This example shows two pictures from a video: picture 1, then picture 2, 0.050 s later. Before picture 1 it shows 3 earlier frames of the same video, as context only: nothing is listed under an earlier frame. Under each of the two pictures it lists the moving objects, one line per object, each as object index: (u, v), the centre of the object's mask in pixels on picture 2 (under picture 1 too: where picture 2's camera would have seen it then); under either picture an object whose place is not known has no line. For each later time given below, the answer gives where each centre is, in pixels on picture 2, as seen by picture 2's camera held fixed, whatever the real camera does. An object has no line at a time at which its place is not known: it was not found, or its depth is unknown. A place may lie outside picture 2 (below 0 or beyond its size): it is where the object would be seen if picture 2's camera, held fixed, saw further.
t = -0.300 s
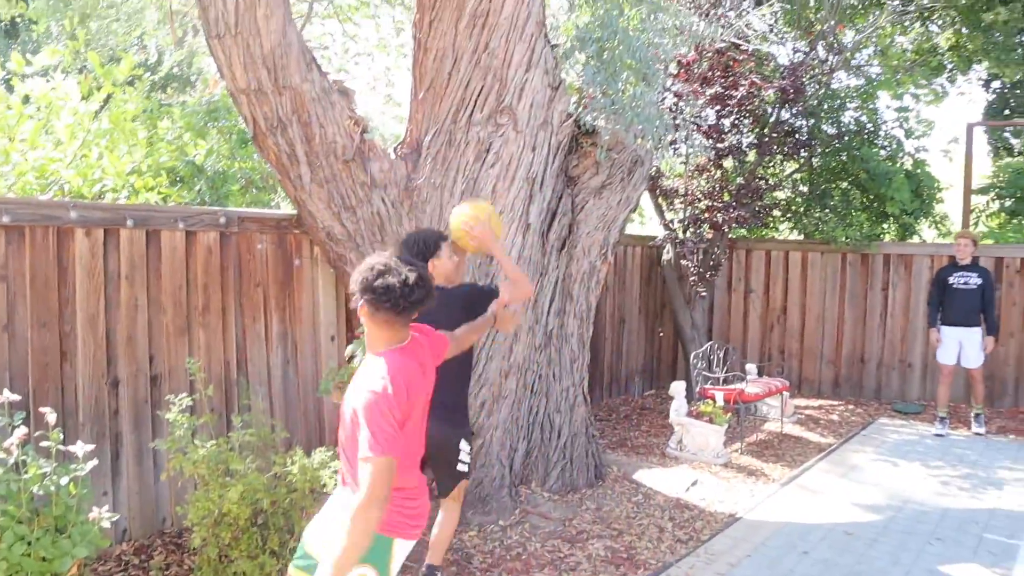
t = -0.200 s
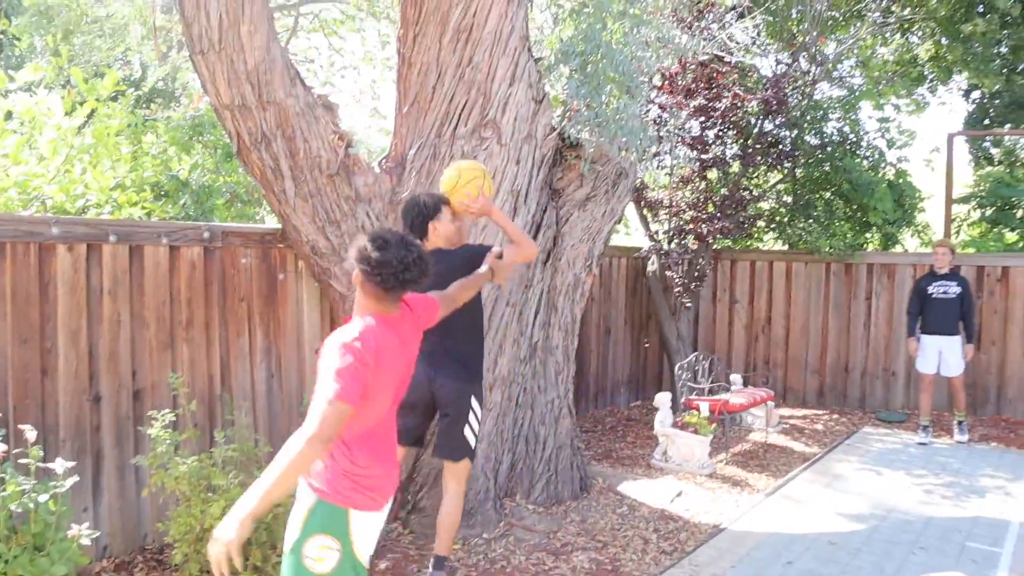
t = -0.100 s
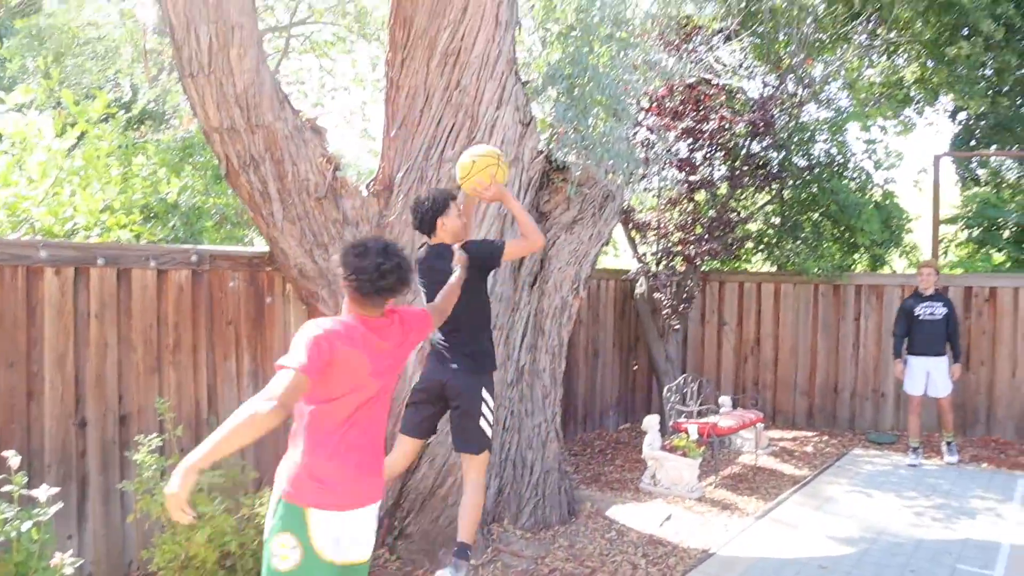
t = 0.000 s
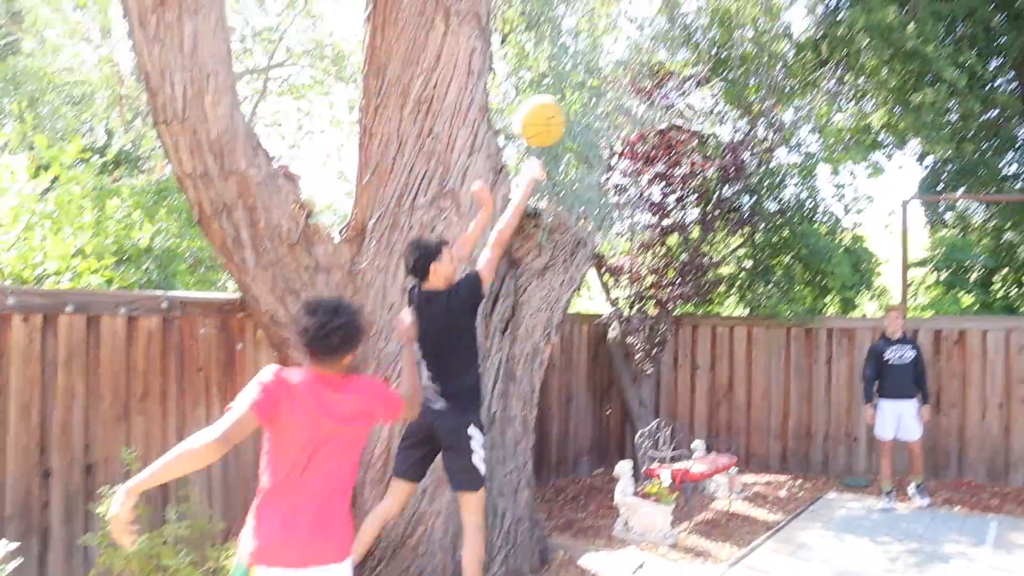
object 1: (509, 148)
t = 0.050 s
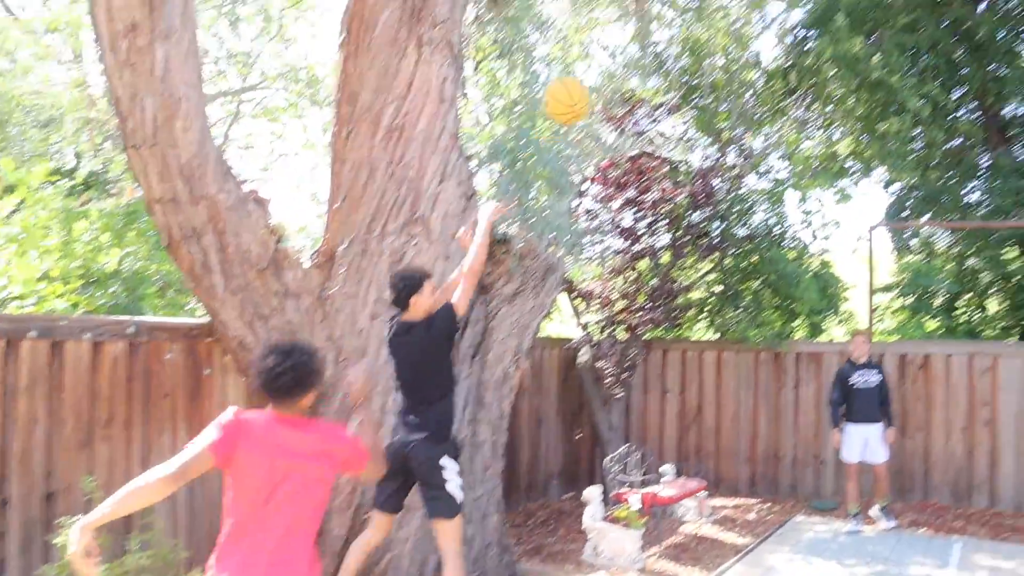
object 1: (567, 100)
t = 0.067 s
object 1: (585, 86)
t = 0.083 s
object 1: (603, 73)
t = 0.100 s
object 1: (619, 60)
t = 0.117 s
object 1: (636, 48)
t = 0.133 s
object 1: (652, 38)
